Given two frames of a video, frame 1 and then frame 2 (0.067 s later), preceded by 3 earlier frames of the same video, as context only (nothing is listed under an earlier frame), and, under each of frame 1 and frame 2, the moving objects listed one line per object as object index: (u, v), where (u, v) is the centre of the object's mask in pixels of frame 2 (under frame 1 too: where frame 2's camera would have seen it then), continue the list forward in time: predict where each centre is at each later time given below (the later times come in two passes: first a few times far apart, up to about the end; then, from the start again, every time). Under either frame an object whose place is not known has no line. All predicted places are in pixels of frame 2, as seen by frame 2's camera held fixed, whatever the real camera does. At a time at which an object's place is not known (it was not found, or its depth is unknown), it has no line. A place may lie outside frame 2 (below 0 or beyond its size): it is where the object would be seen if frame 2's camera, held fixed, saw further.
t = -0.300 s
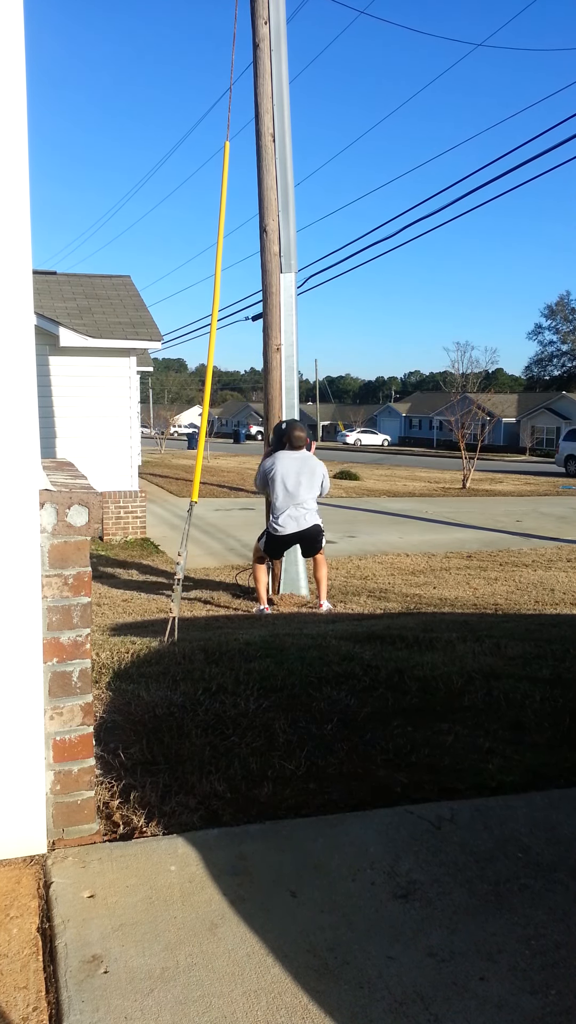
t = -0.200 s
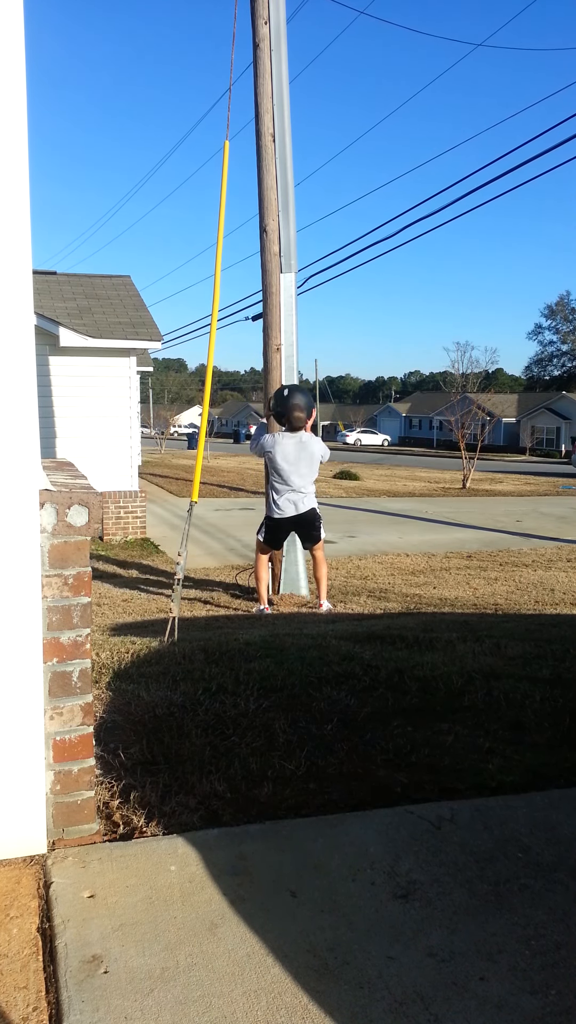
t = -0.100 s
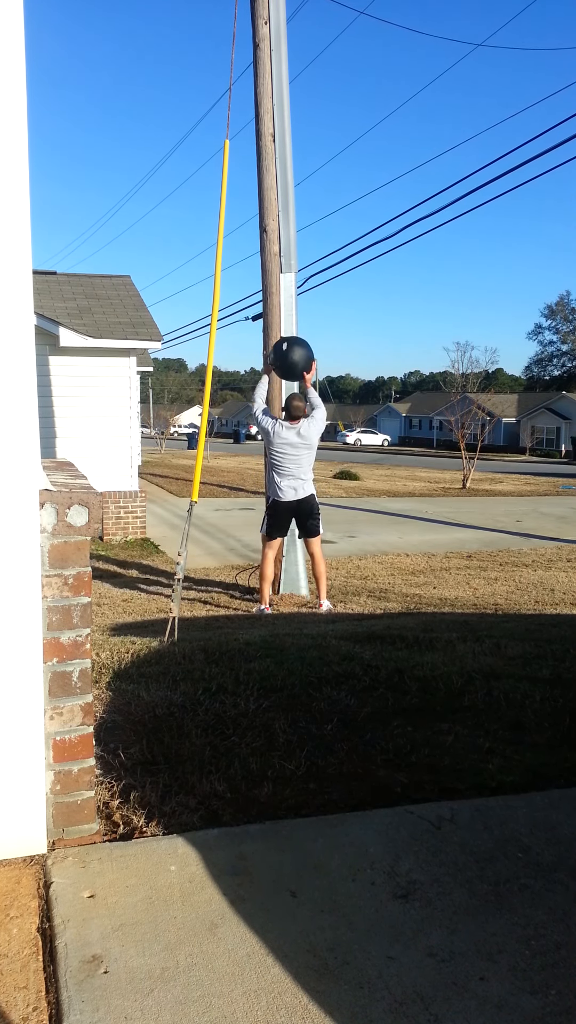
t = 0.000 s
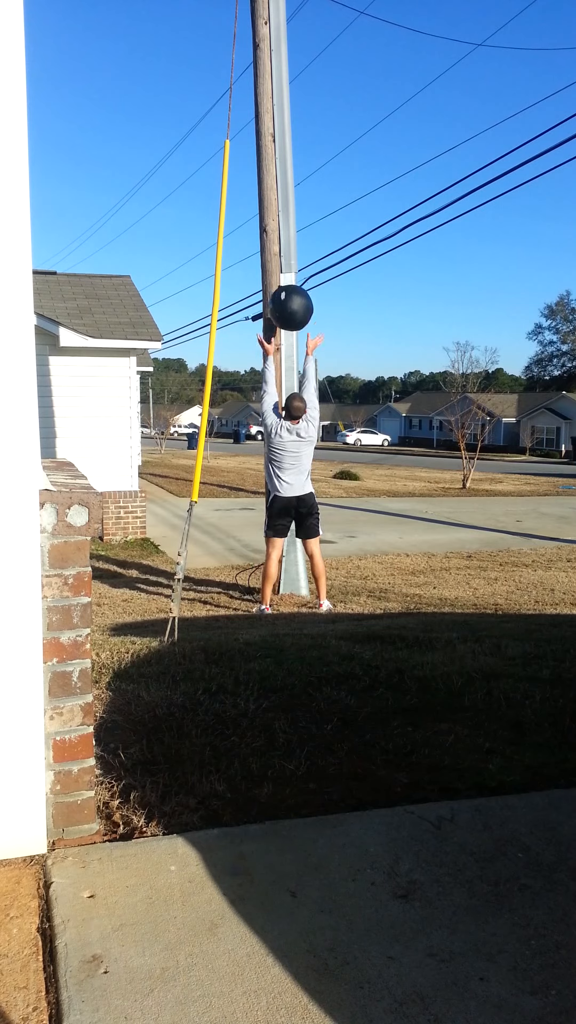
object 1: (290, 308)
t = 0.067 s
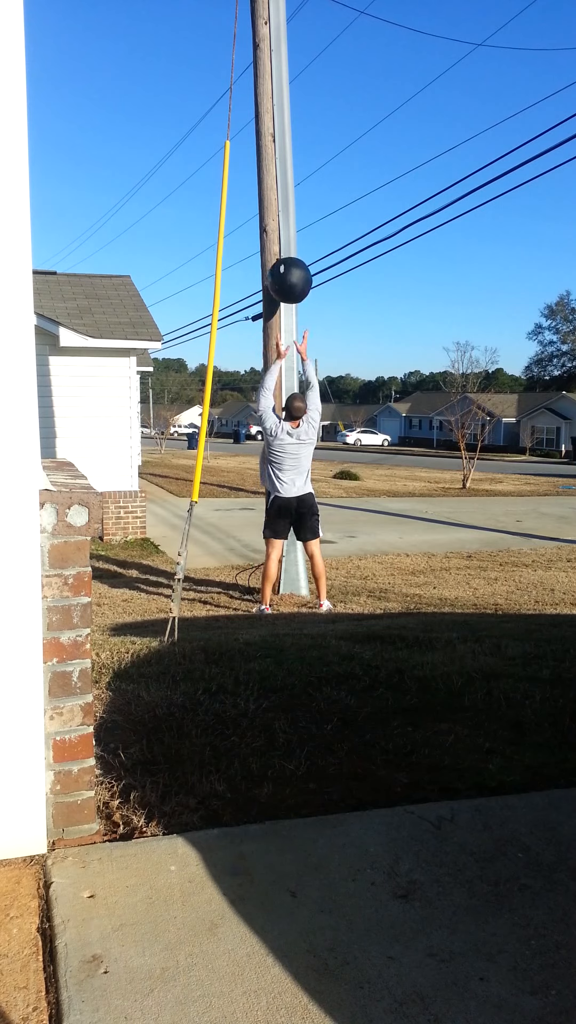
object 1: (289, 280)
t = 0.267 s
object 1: (286, 233)
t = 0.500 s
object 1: (289, 239)
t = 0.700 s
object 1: (296, 295)
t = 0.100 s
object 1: (289, 269)
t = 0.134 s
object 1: (289, 259)
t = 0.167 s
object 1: (288, 250)
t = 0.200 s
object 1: (287, 243)
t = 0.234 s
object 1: (287, 237)
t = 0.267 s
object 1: (286, 233)
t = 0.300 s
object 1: (286, 230)
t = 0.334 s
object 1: (285, 229)
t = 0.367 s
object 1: (285, 229)
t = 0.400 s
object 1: (285, 229)
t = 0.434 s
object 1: (287, 231)
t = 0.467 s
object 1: (288, 234)
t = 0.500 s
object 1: (289, 239)
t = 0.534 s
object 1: (290, 244)
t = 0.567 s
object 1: (291, 252)
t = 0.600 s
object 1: (292, 260)
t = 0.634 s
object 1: (294, 270)
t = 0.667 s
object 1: (295, 282)
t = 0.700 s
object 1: (296, 295)
